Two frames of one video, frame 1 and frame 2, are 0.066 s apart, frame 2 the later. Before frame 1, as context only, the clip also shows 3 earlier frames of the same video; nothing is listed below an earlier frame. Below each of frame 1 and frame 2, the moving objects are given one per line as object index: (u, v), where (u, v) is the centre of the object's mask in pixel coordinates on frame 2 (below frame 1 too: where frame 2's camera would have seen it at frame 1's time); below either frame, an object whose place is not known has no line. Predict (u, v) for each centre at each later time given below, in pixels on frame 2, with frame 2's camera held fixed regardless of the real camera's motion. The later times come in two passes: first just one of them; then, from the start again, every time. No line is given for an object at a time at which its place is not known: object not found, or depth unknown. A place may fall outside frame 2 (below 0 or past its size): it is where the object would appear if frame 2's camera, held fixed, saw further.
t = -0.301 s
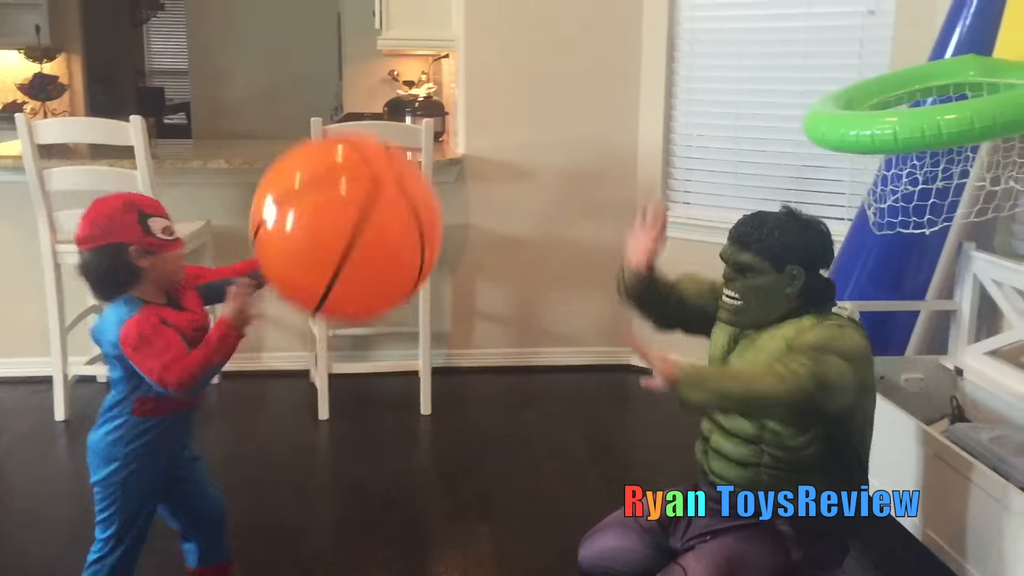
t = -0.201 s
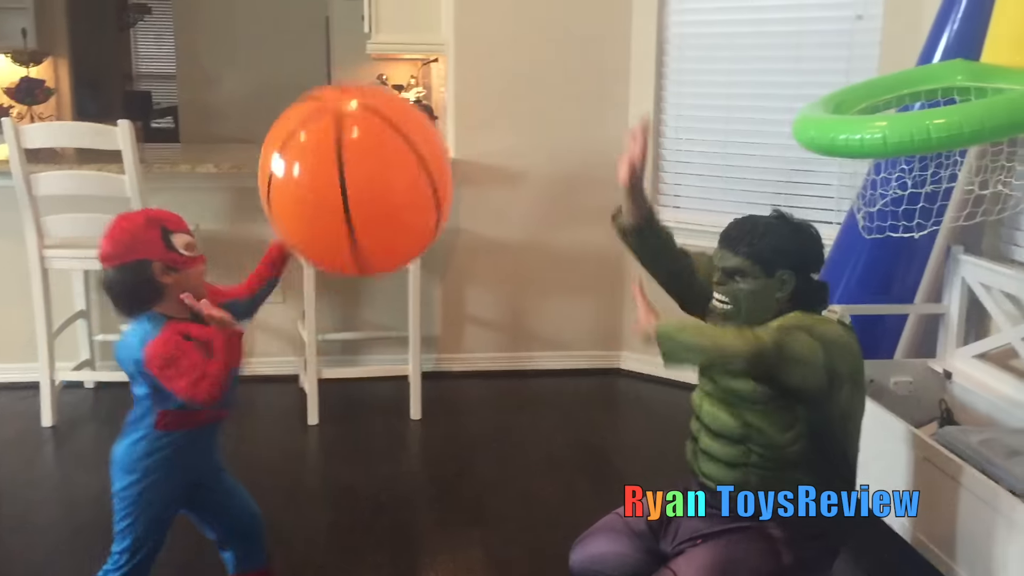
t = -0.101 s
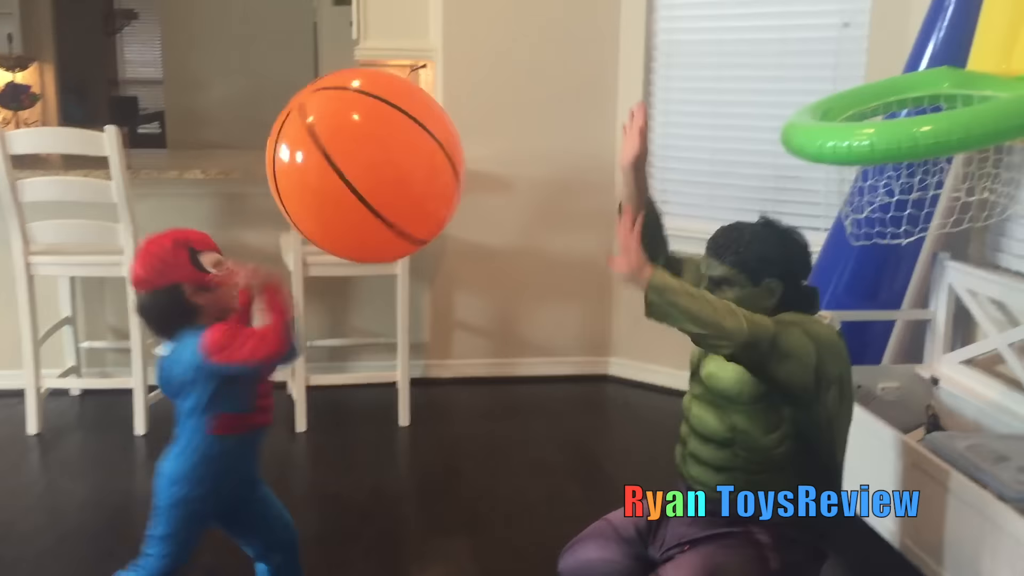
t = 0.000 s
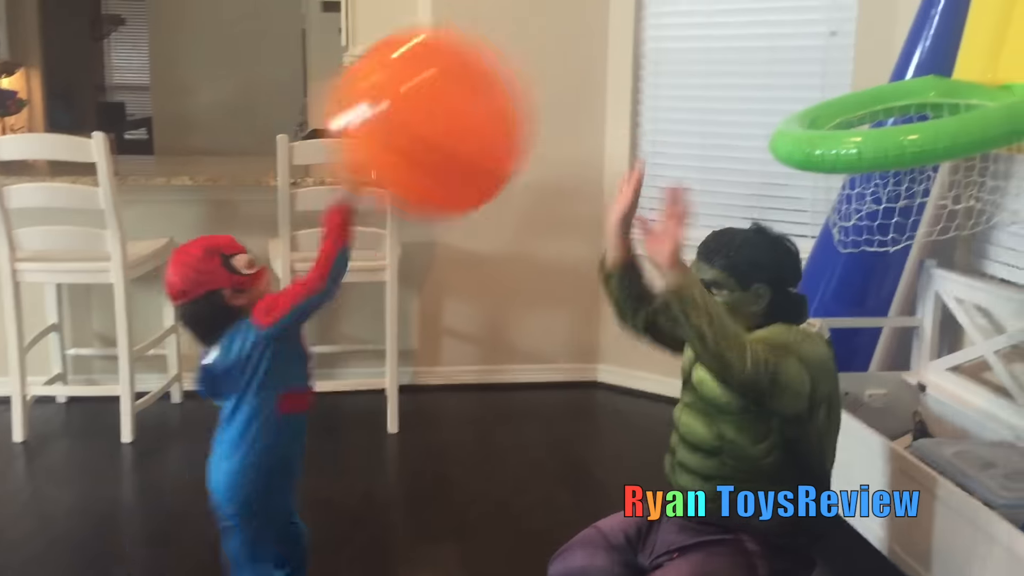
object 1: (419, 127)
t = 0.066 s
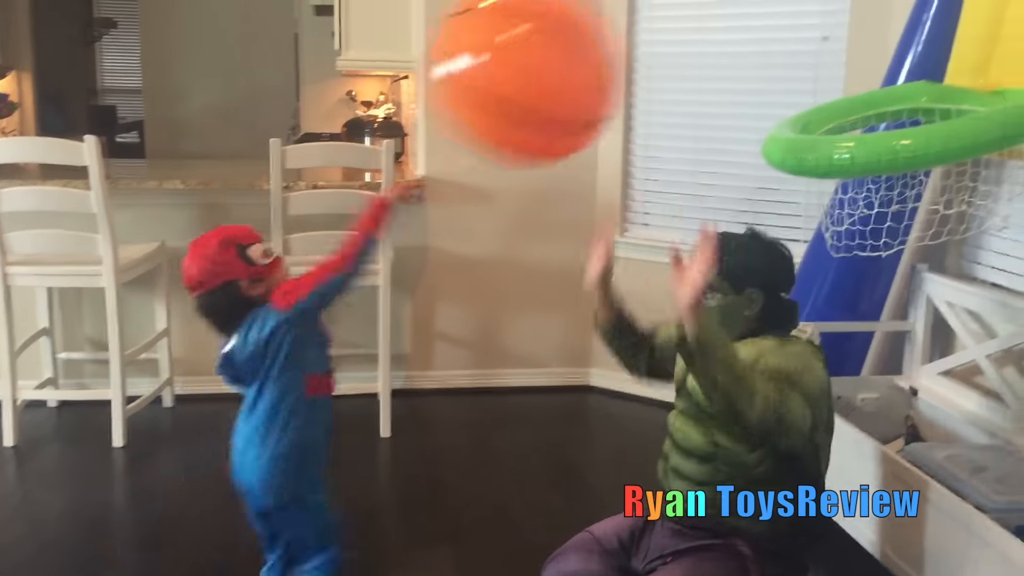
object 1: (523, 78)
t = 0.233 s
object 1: (756, 33)
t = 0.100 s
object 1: (572, 64)
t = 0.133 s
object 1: (621, 52)
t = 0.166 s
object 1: (669, 43)
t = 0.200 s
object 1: (712, 36)
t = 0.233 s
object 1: (756, 33)
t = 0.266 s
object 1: (798, 28)
